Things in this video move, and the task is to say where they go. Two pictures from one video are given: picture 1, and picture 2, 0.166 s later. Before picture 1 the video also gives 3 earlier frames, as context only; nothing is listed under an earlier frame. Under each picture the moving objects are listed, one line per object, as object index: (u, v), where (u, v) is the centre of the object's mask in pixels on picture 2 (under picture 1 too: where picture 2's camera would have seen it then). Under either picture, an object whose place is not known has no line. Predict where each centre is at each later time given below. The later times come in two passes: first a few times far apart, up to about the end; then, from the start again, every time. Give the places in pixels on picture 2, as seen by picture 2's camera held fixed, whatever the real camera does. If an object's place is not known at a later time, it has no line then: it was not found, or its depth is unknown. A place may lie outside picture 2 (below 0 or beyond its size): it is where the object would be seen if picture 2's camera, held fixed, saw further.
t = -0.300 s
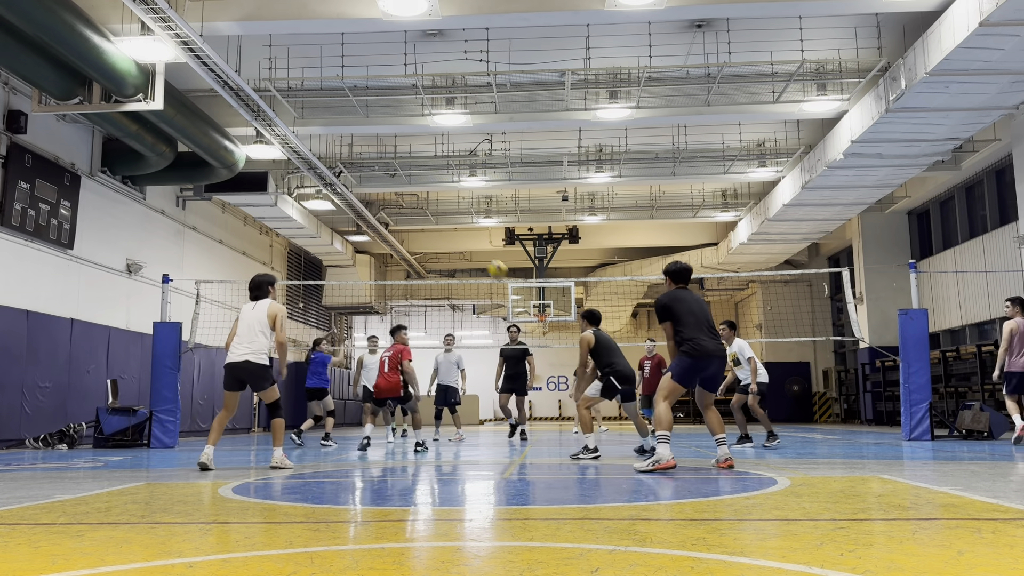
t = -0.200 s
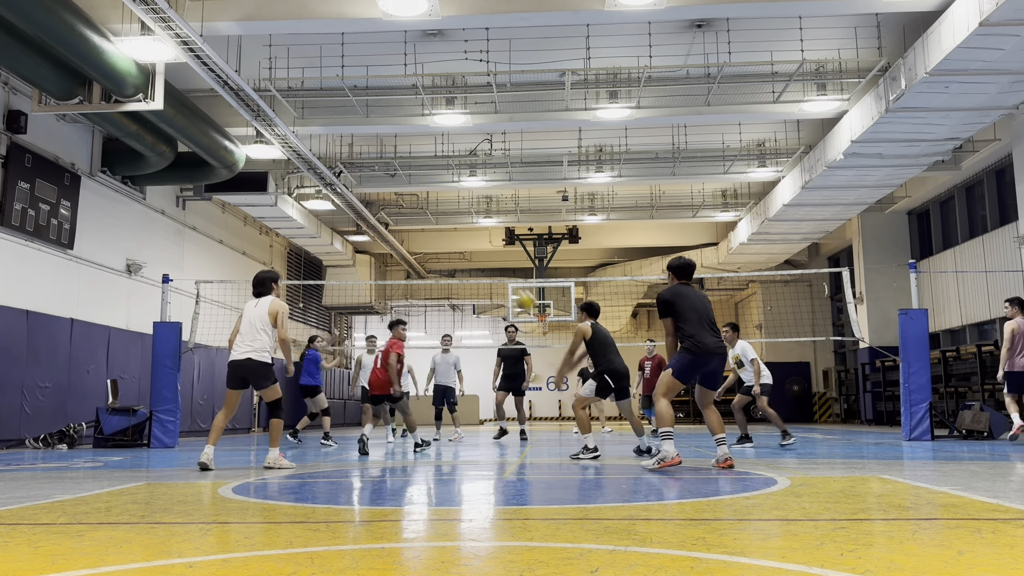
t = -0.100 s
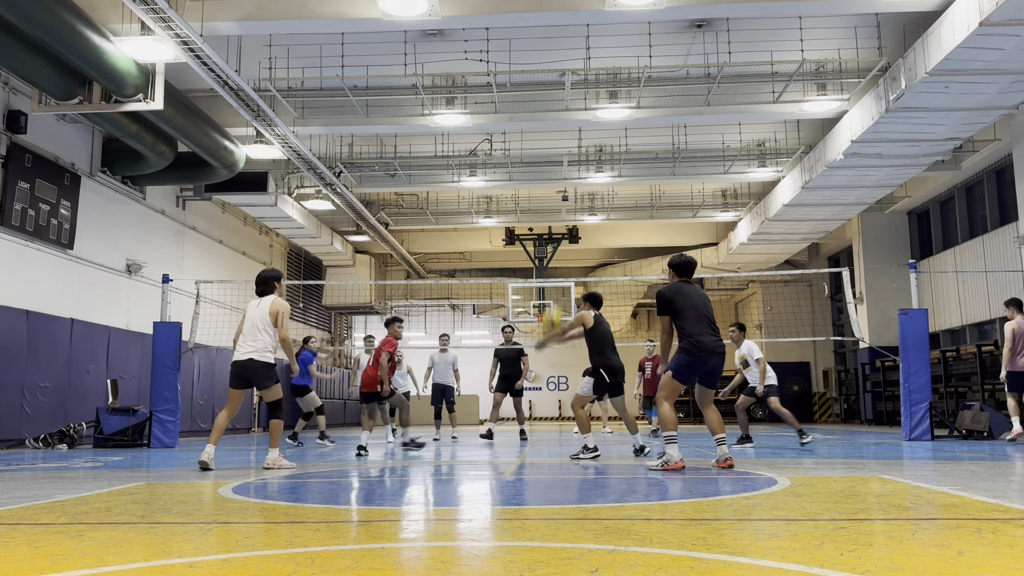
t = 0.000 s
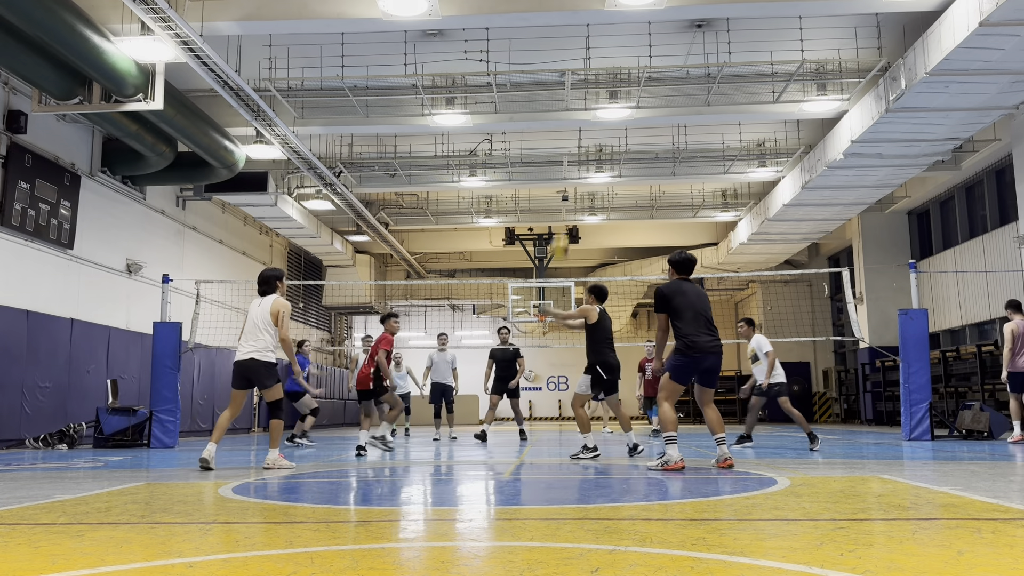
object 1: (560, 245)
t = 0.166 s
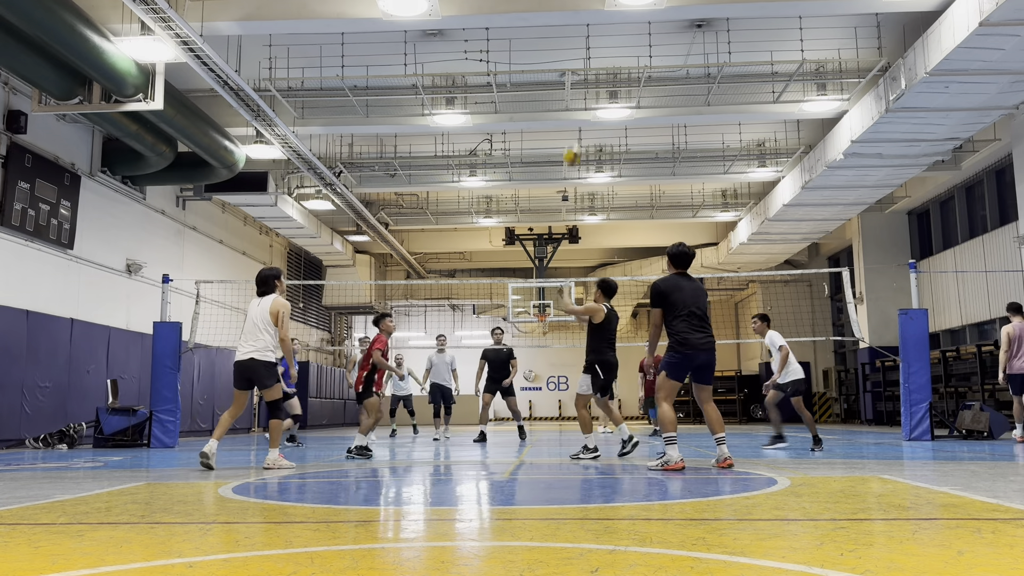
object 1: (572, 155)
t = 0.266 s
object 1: (580, 115)
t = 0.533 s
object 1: (601, 57)
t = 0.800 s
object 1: (621, 58)
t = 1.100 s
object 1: (644, 120)
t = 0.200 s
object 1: (575, 139)
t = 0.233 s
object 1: (577, 128)
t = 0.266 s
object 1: (580, 115)
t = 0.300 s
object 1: (583, 104)
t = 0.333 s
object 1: (586, 94)
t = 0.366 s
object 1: (588, 85)
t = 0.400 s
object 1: (591, 78)
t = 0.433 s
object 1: (593, 72)
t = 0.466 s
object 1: (596, 65)
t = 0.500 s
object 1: (598, 60)
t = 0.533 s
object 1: (601, 57)
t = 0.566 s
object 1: (603, 54)
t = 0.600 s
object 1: (606, 52)
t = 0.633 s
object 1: (609, 51)
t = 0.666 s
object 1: (611, 50)
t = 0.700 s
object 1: (614, 51)
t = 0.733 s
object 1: (616, 52)
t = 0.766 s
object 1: (619, 55)
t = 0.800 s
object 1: (621, 58)
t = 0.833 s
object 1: (624, 61)
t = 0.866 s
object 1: (626, 66)
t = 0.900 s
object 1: (629, 71)
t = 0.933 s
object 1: (631, 77)
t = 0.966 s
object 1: (634, 85)
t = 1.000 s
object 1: (636, 92)
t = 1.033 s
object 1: (639, 101)
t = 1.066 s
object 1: (641, 110)
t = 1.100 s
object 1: (644, 120)
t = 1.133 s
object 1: (647, 131)
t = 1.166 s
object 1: (649, 143)
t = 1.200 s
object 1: (651, 154)
